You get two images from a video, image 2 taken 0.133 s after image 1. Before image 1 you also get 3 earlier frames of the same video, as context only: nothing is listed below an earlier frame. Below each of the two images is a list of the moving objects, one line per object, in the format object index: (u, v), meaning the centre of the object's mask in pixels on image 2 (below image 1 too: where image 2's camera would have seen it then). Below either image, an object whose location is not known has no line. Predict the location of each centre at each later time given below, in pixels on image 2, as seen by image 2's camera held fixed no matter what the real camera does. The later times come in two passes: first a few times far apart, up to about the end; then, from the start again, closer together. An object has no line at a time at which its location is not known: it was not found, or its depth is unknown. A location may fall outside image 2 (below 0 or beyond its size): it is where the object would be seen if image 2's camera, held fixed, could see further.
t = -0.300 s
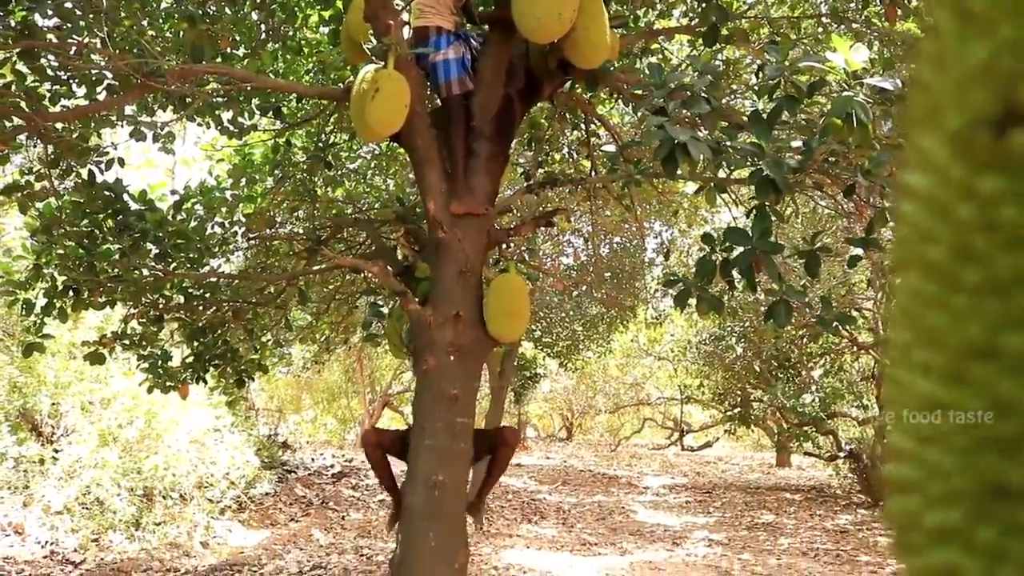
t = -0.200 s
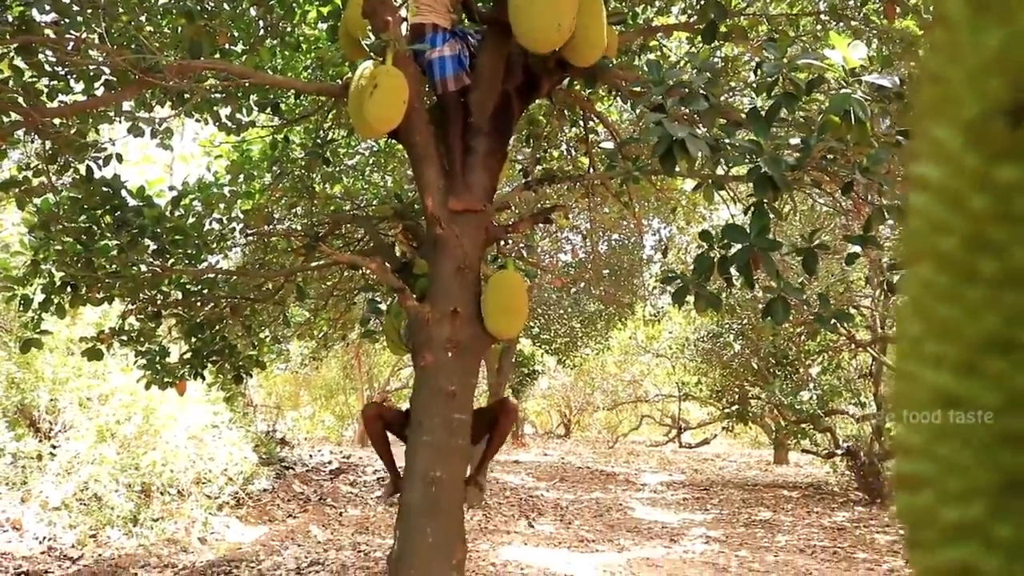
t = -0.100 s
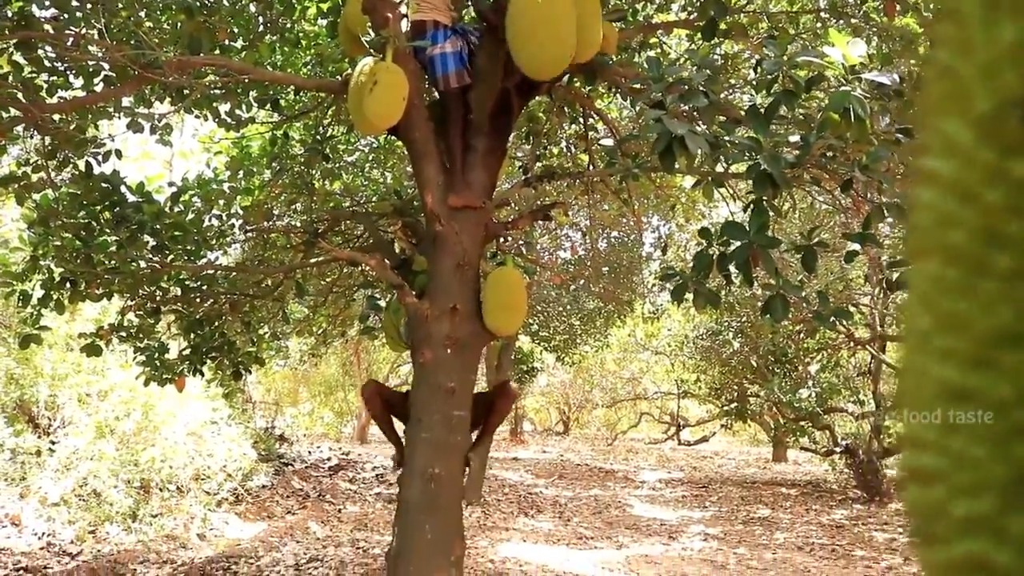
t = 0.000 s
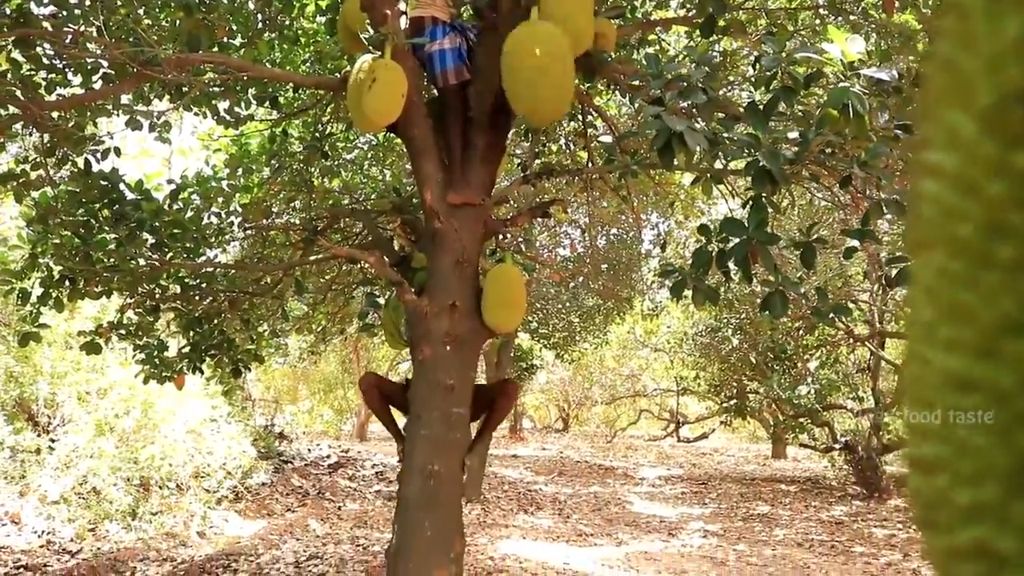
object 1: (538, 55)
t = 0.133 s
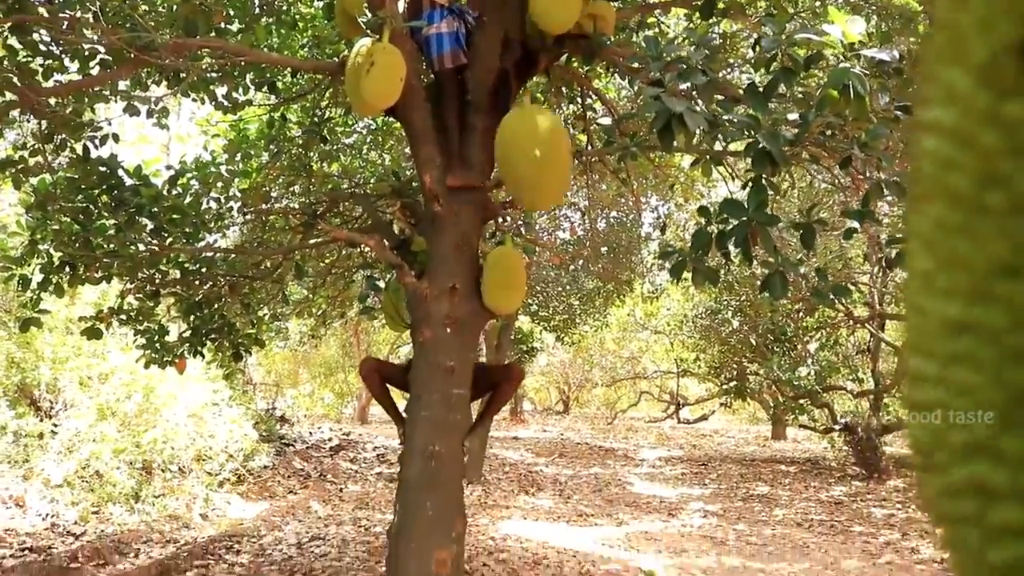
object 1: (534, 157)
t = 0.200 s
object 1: (531, 224)
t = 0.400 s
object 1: (520, 514)
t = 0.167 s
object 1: (532, 188)
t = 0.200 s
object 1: (531, 224)
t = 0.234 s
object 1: (534, 265)
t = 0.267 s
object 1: (530, 308)
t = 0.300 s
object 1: (525, 352)
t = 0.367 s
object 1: (522, 458)
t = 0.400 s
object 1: (520, 514)
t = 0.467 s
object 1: (518, 638)
